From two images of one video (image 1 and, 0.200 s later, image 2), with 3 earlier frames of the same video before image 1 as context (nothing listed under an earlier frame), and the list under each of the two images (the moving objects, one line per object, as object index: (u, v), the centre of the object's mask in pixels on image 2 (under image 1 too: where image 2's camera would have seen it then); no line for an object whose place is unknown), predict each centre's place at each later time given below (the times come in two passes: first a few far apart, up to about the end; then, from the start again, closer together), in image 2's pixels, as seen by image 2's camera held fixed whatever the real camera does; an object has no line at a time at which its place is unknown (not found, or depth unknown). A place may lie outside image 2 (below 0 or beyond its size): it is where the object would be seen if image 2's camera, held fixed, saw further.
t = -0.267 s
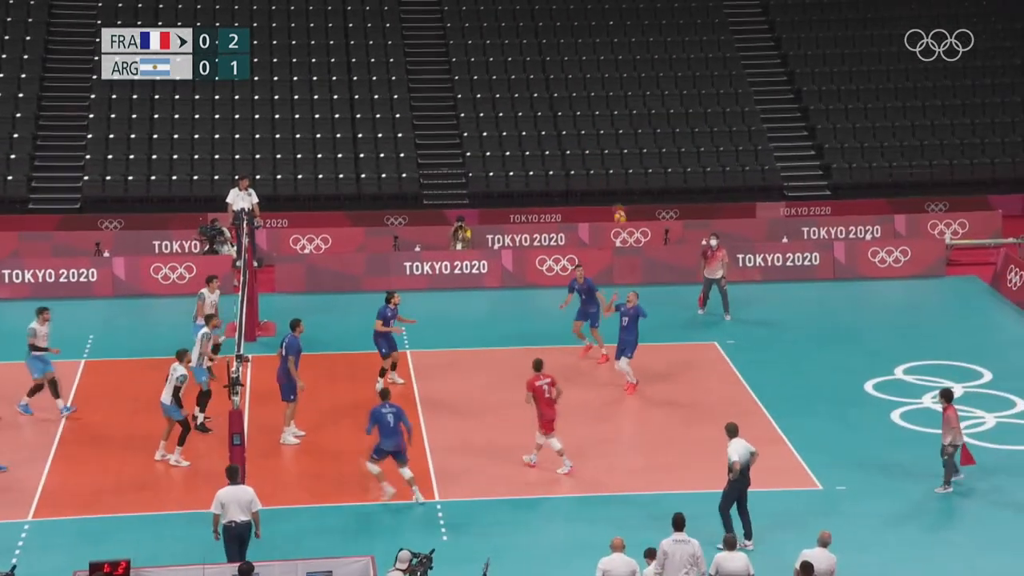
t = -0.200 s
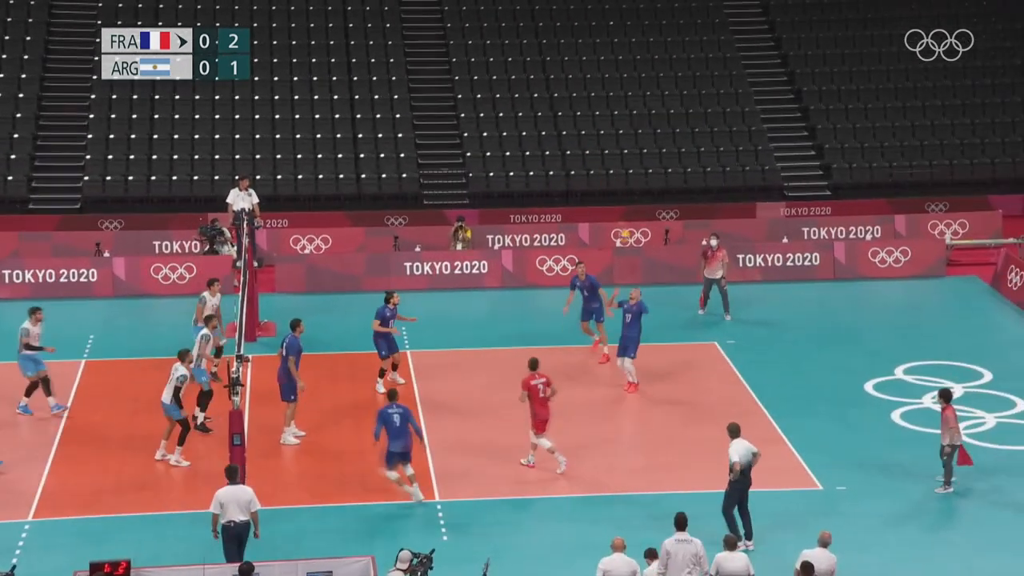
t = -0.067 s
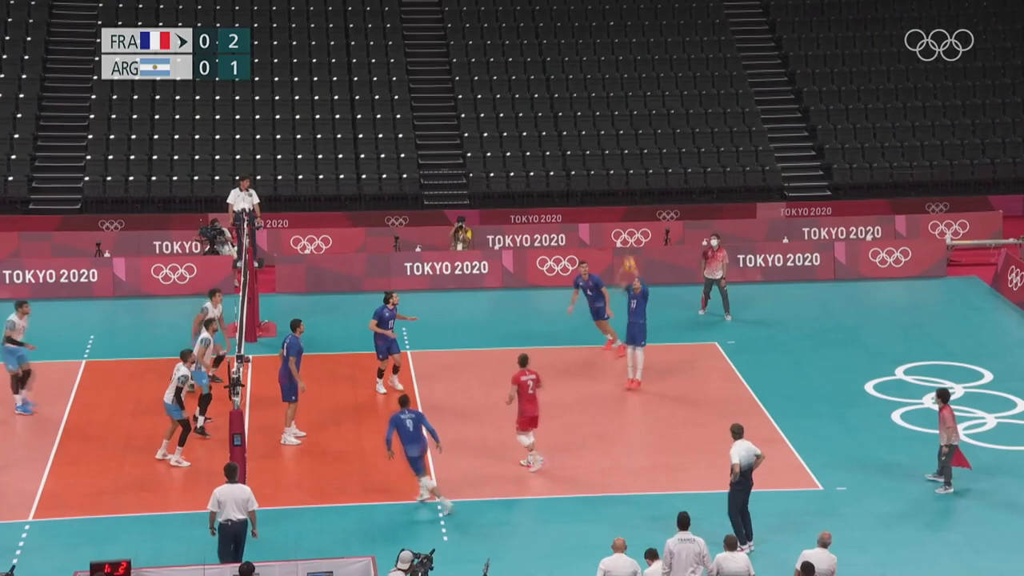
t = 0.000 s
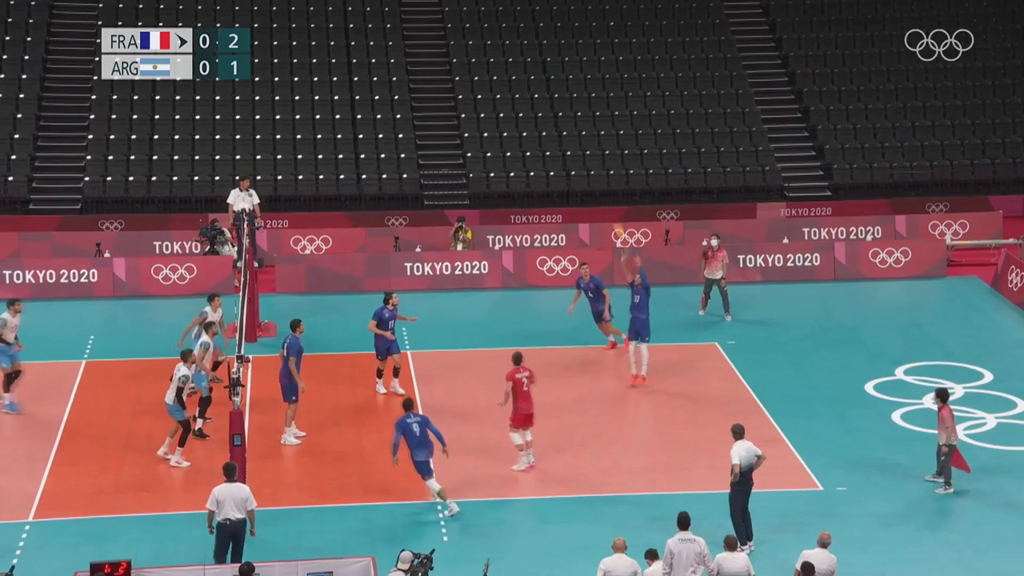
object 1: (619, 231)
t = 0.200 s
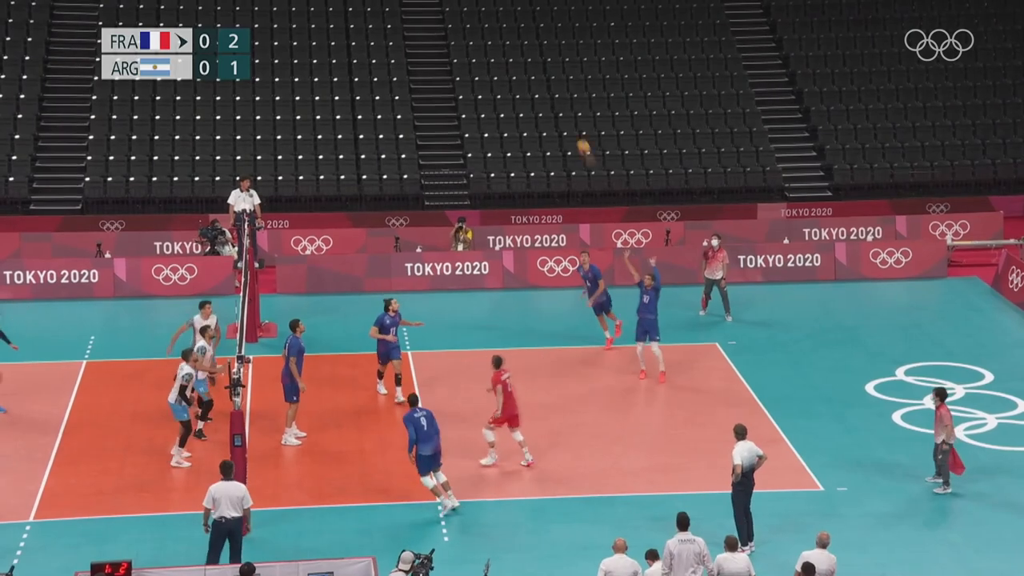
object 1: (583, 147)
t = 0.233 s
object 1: (578, 135)
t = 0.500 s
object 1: (530, 62)
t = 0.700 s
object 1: (493, 33)
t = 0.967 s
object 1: (443, 33)
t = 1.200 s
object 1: (407, 64)
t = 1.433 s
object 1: (368, 130)
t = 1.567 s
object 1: (346, 181)
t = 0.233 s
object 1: (578, 135)
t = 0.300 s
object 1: (565, 112)
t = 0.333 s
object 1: (560, 103)
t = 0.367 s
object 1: (554, 92)
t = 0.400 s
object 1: (549, 84)
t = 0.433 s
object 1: (542, 75)
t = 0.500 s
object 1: (530, 62)
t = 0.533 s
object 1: (524, 55)
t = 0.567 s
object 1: (518, 49)
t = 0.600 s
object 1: (512, 45)
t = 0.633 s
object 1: (505, 40)
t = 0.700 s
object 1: (493, 33)
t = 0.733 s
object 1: (486, 30)
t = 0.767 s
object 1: (481, 29)
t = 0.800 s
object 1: (474, 28)
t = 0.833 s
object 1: (468, 27)
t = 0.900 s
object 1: (456, 29)
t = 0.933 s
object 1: (450, 31)
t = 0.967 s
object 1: (443, 33)
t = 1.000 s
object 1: (437, 36)
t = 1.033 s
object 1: (431, 40)
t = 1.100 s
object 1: (425, 46)
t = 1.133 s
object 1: (420, 51)
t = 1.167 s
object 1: (413, 57)
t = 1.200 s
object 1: (407, 64)
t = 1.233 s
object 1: (402, 71)
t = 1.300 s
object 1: (390, 88)
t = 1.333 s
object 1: (385, 98)
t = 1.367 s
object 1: (379, 108)
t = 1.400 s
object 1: (373, 118)
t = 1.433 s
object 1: (368, 130)
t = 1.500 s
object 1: (357, 154)
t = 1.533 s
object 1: (351, 167)
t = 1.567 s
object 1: (346, 181)
